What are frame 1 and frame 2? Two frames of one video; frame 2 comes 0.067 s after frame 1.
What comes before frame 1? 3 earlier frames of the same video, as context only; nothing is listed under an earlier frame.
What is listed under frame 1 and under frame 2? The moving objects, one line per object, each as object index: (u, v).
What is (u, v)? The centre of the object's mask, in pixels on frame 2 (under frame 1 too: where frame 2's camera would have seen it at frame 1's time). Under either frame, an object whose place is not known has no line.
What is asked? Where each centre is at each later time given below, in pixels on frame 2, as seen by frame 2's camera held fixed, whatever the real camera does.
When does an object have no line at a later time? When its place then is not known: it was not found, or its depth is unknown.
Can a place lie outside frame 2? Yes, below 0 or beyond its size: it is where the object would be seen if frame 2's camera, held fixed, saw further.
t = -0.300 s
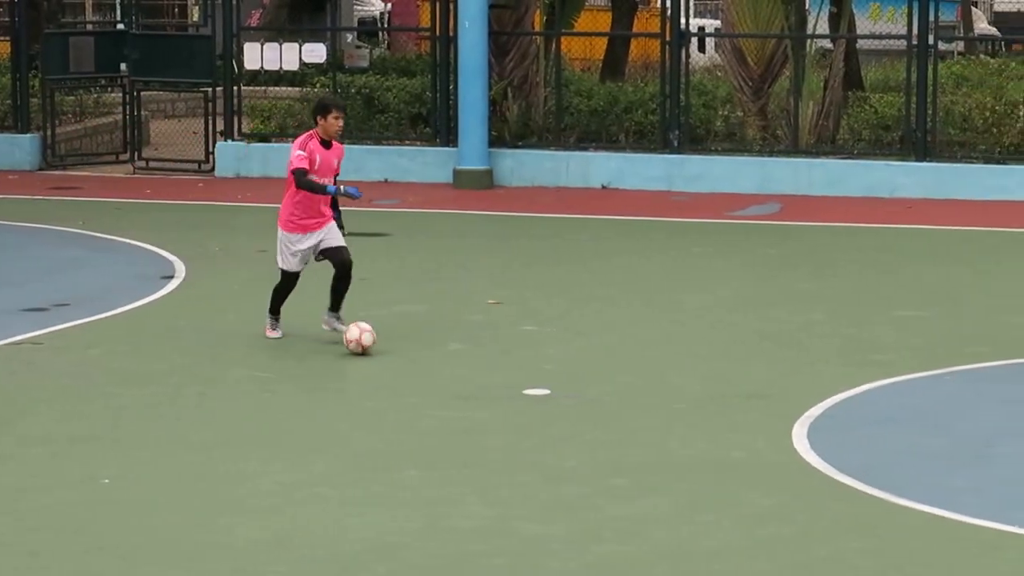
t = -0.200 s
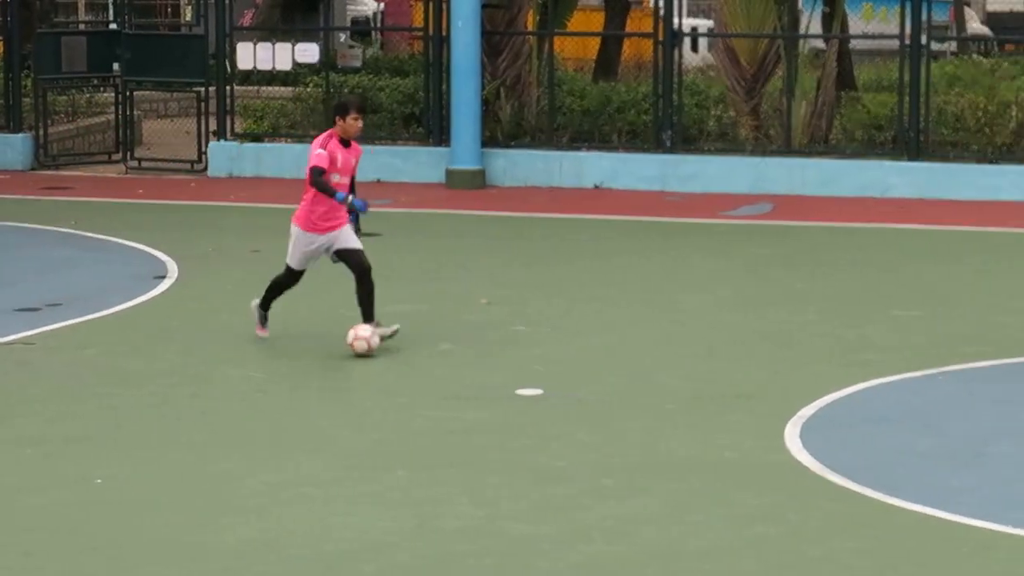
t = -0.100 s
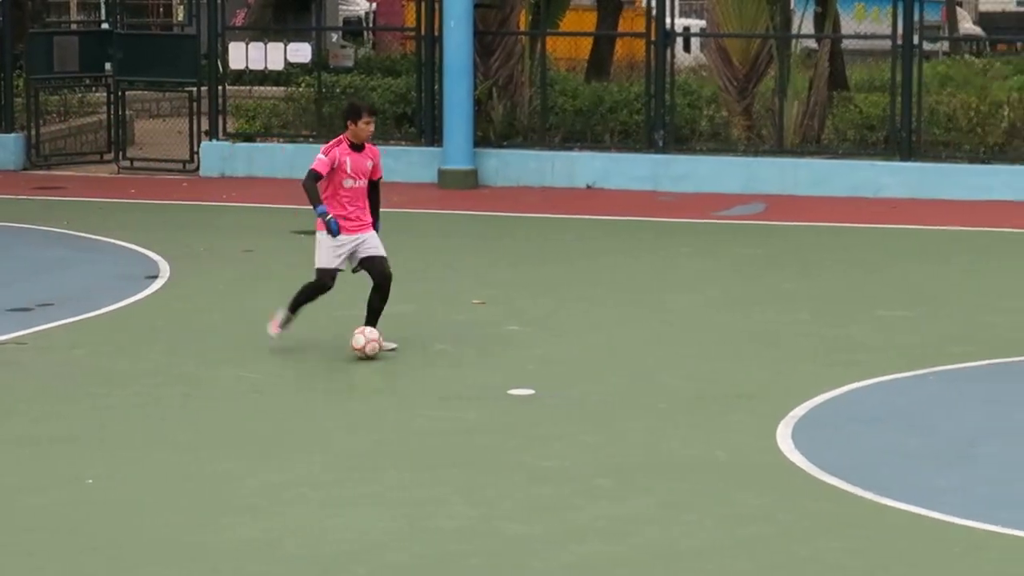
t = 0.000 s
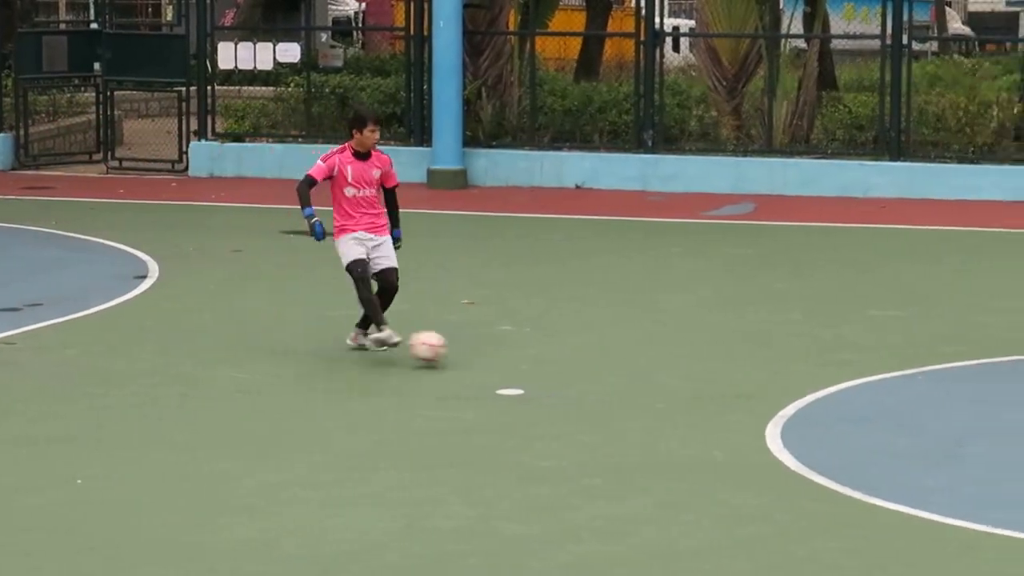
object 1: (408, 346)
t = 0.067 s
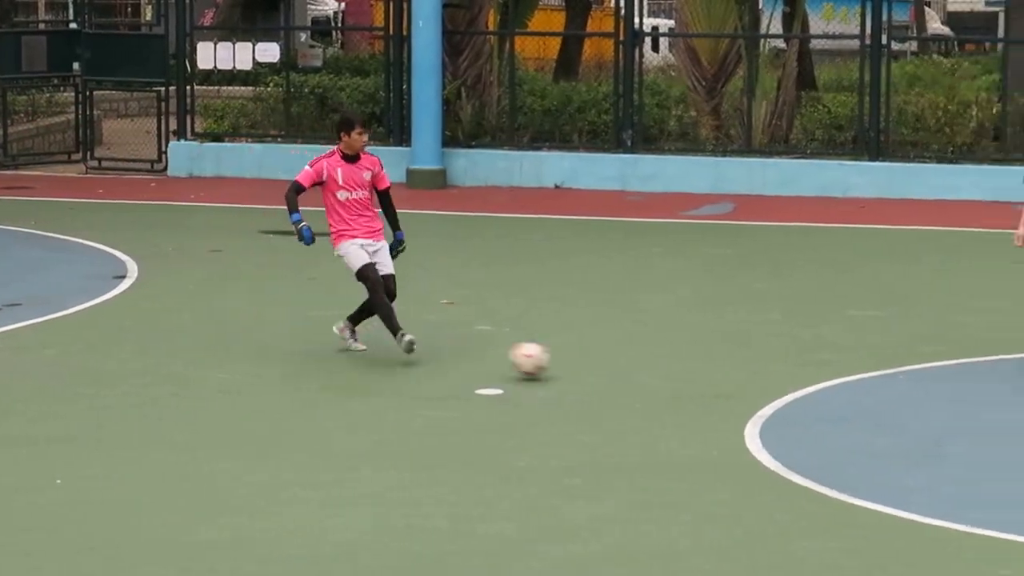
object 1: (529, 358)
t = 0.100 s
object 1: (592, 367)
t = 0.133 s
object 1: (652, 374)
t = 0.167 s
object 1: (713, 382)
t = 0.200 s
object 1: (775, 389)
